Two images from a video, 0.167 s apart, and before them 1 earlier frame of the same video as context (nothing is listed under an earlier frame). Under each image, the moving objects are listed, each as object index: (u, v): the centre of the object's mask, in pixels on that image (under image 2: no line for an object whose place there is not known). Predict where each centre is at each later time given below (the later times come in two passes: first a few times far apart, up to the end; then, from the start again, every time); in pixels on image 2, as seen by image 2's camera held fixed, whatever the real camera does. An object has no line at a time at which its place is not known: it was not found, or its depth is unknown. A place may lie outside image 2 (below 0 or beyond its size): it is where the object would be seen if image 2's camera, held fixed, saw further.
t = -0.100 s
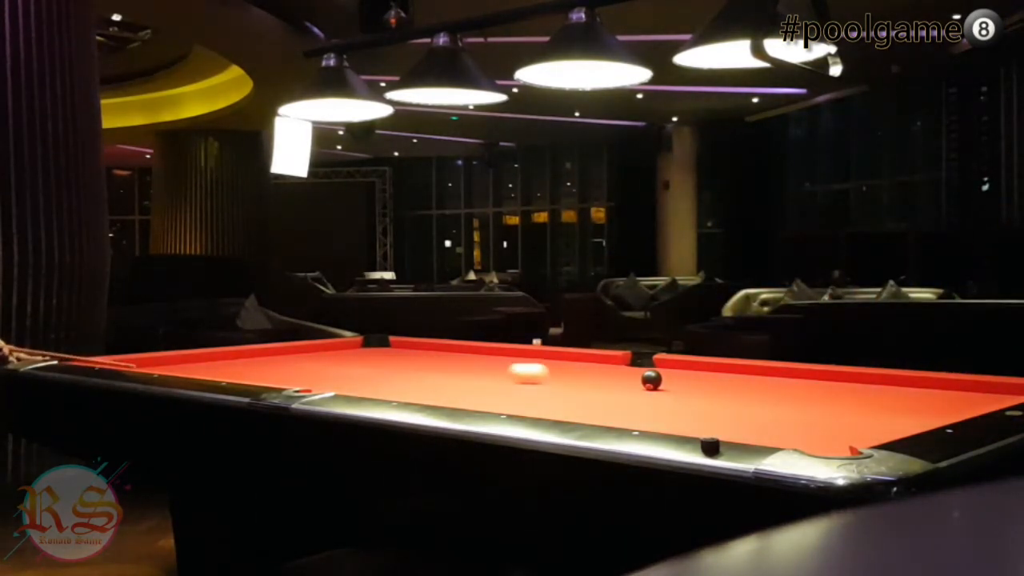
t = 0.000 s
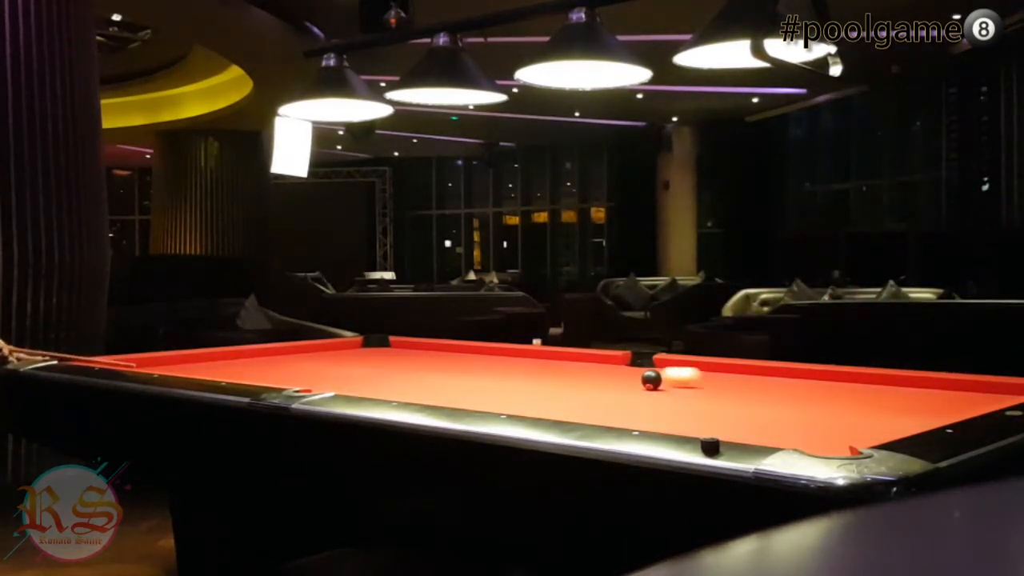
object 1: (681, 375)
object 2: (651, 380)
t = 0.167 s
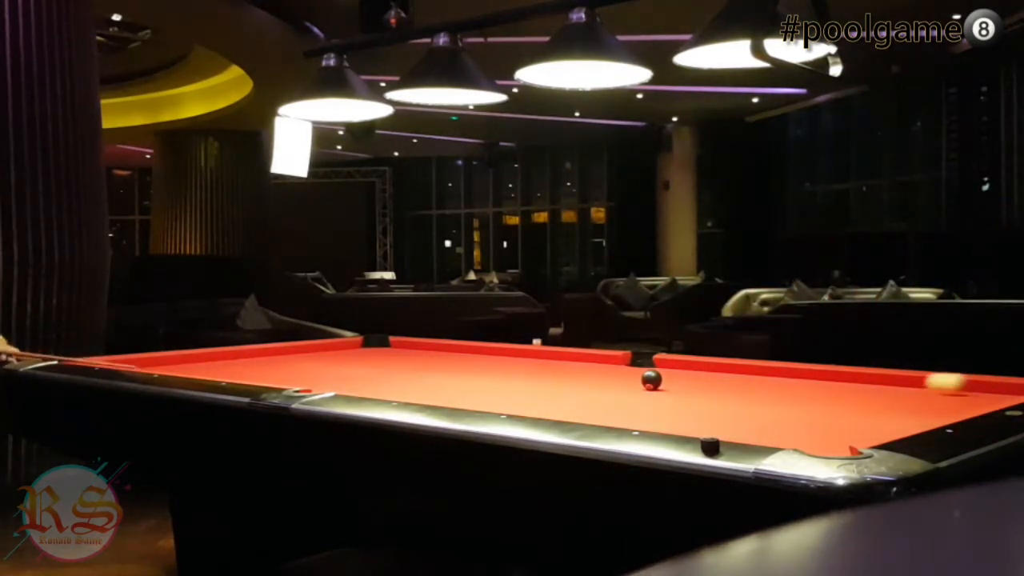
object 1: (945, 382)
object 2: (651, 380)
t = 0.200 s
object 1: (1001, 384)
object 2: (651, 380)
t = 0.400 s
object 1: (893, 386)
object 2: (651, 380)
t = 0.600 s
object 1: (749, 382)
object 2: (651, 380)
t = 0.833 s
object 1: (656, 381)
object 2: (595, 377)
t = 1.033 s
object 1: (613, 382)
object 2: (522, 374)
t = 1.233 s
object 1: (570, 383)
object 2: (454, 371)
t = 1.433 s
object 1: (528, 383)
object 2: (392, 368)
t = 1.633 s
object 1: (487, 384)
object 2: (334, 365)
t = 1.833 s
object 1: (447, 384)
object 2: (280, 363)
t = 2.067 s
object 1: (402, 385)
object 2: (220, 361)
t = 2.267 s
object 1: (364, 385)
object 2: (173, 359)
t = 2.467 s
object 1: (327, 384)
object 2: (177, 360)
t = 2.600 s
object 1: (304, 383)
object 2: (186, 363)
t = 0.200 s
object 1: (1001, 384)
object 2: (651, 380)
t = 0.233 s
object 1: (1020, 387)
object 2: (651, 380)
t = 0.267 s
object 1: (1013, 388)
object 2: (651, 380)
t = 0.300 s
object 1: (984, 388)
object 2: (651, 380)
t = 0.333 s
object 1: (952, 387)
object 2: (651, 380)
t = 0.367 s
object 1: (922, 386)
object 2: (651, 380)
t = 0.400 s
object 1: (893, 386)
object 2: (651, 380)
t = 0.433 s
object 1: (866, 385)
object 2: (651, 380)
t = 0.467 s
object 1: (842, 384)
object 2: (651, 380)
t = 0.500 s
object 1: (817, 383)
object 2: (651, 380)
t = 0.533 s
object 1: (794, 383)
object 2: (651, 380)
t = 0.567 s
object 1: (771, 382)
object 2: (651, 380)
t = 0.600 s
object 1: (749, 382)
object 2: (651, 380)
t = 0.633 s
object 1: (728, 382)
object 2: (651, 380)
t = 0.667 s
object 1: (705, 381)
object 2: (651, 380)
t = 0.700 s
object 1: (683, 381)
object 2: (651, 380)
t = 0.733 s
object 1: (670, 381)
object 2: (642, 379)
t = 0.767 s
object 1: (667, 381)
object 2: (624, 379)
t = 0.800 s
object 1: (662, 381)
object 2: (609, 378)
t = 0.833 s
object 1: (656, 381)
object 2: (595, 377)
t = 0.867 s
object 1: (649, 381)
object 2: (582, 376)
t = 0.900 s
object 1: (642, 381)
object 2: (569, 376)
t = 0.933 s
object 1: (634, 381)
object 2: (558, 375)
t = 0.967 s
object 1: (627, 381)
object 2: (545, 375)
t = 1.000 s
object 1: (620, 382)
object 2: (534, 374)
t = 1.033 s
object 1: (613, 382)
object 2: (522, 374)
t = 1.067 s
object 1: (606, 382)
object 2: (510, 373)
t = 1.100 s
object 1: (599, 382)
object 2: (499, 373)
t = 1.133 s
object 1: (591, 382)
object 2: (488, 372)
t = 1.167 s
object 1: (584, 382)
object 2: (476, 372)
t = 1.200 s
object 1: (577, 382)
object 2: (465, 371)
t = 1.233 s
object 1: (570, 383)
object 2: (454, 371)
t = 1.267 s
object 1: (563, 382)
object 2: (444, 370)
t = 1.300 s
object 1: (556, 383)
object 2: (433, 370)
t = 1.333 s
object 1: (549, 383)
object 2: (423, 370)
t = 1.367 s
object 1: (542, 383)
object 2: (412, 369)
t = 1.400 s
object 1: (535, 383)
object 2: (403, 368)
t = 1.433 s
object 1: (528, 383)
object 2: (392, 368)
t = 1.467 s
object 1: (522, 383)
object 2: (383, 367)
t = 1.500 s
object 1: (515, 383)
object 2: (373, 367)
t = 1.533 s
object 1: (508, 384)
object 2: (363, 367)
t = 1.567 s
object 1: (501, 383)
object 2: (353, 366)
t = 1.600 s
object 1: (494, 384)
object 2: (344, 366)
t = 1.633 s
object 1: (487, 384)
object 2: (334, 365)
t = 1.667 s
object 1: (480, 384)
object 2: (325, 365)
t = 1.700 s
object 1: (474, 384)
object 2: (316, 365)
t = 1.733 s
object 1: (467, 384)
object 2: (306, 364)
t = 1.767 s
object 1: (461, 384)
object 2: (298, 364)
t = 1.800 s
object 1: (454, 384)
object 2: (289, 364)
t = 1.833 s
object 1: (447, 384)
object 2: (280, 363)
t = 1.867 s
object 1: (441, 384)
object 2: (271, 363)
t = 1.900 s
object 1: (434, 384)
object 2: (262, 363)
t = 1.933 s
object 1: (428, 384)
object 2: (254, 363)
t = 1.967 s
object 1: (421, 385)
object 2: (246, 362)
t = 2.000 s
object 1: (415, 385)
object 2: (238, 361)
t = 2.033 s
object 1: (408, 385)
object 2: (230, 361)
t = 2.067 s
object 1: (402, 385)
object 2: (220, 361)
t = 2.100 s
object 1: (395, 385)
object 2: (213, 361)
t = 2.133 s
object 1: (389, 385)
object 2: (205, 360)
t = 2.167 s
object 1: (383, 385)
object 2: (197, 360)
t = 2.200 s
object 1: (376, 385)
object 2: (189, 359)
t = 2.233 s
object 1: (370, 385)
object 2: (181, 359)
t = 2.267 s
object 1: (364, 385)
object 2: (173, 359)
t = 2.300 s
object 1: (358, 384)
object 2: (164, 359)
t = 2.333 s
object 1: (351, 384)
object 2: (168, 359)
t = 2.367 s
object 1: (345, 384)
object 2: (171, 359)
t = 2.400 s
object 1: (339, 384)
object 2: (172, 360)
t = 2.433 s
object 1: (334, 384)
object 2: (174, 360)
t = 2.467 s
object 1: (327, 384)
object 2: (177, 360)
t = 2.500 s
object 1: (321, 384)
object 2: (179, 361)
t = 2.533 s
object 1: (315, 384)
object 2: (182, 362)
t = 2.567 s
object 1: (310, 383)
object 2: (184, 362)
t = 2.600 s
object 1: (304, 383)
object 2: (186, 363)
